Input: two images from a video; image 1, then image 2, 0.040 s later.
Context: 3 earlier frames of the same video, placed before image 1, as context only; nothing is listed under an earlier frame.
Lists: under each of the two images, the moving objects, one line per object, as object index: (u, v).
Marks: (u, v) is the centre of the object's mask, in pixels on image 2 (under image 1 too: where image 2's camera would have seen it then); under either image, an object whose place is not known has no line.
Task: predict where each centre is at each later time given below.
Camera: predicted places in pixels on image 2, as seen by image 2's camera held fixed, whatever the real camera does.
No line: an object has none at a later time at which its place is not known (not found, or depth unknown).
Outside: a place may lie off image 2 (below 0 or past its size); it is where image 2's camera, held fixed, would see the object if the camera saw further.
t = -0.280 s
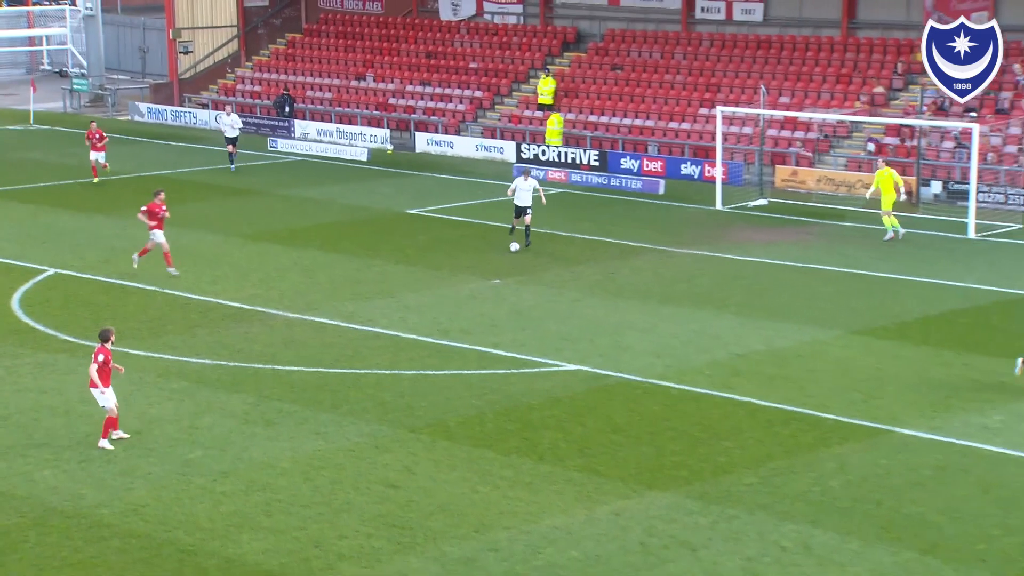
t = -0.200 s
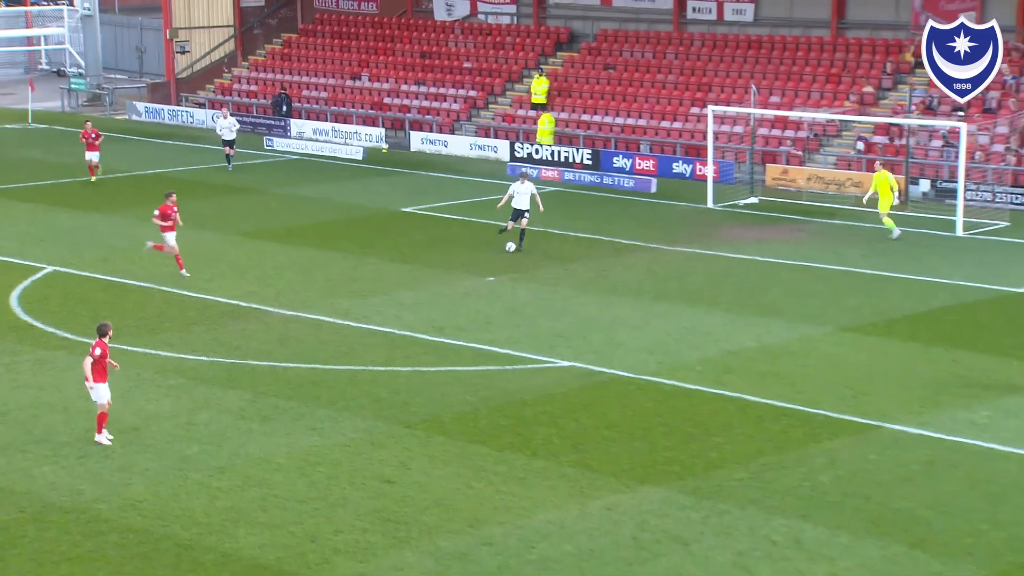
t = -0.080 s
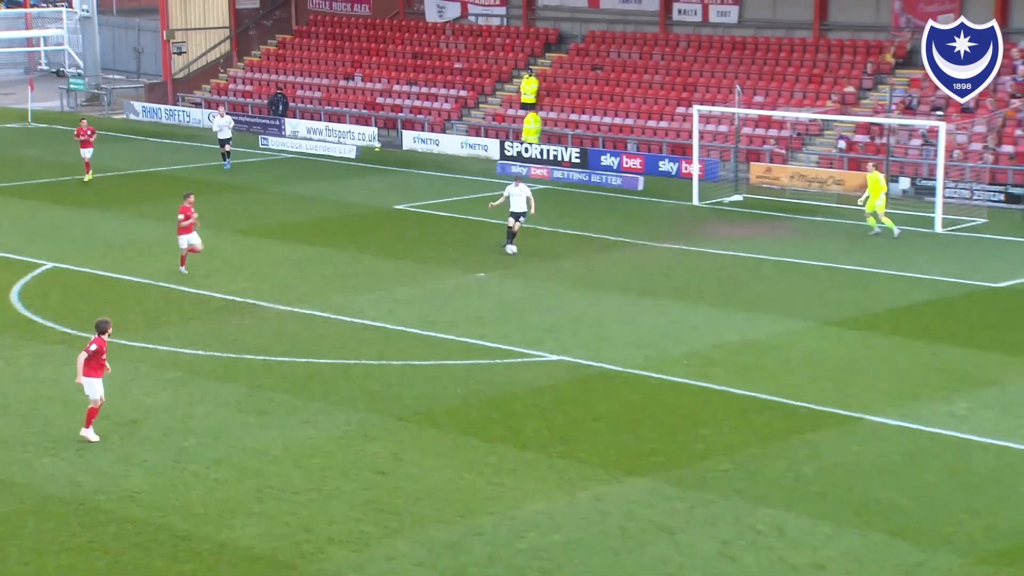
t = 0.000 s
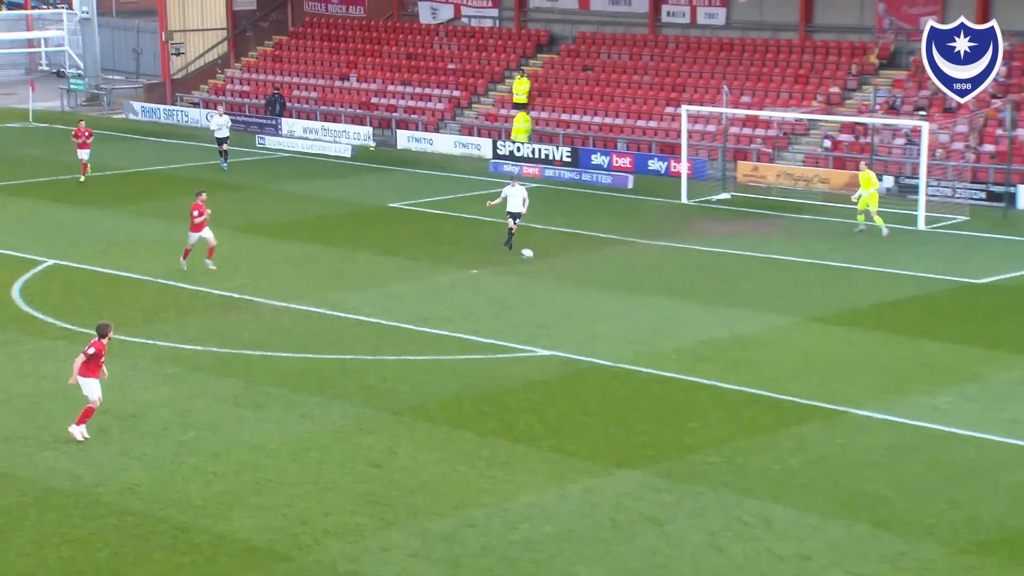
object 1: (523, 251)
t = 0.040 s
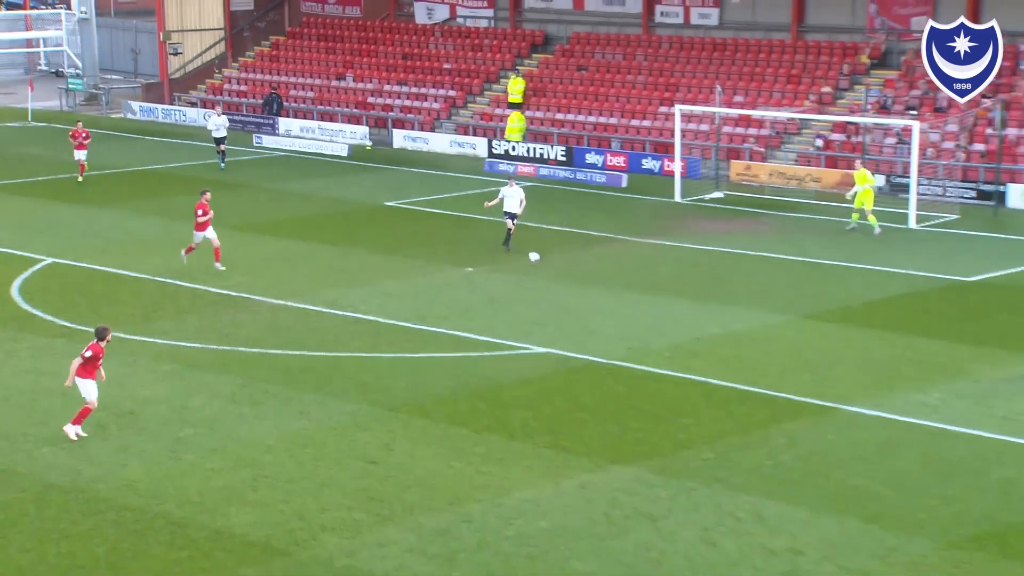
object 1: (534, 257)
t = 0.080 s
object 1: (545, 262)
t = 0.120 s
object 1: (555, 270)
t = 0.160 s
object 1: (566, 271)
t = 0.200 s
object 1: (576, 274)
